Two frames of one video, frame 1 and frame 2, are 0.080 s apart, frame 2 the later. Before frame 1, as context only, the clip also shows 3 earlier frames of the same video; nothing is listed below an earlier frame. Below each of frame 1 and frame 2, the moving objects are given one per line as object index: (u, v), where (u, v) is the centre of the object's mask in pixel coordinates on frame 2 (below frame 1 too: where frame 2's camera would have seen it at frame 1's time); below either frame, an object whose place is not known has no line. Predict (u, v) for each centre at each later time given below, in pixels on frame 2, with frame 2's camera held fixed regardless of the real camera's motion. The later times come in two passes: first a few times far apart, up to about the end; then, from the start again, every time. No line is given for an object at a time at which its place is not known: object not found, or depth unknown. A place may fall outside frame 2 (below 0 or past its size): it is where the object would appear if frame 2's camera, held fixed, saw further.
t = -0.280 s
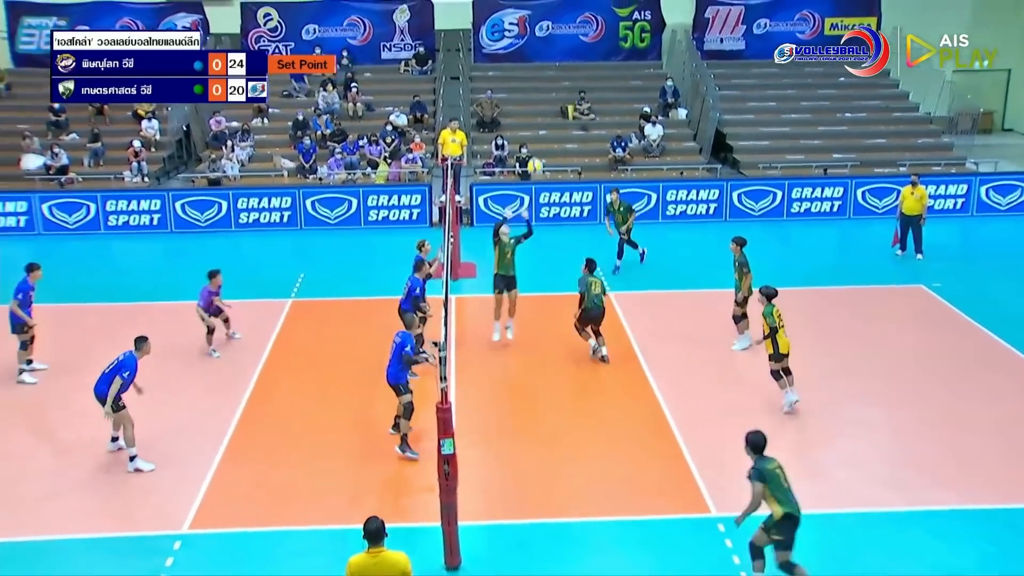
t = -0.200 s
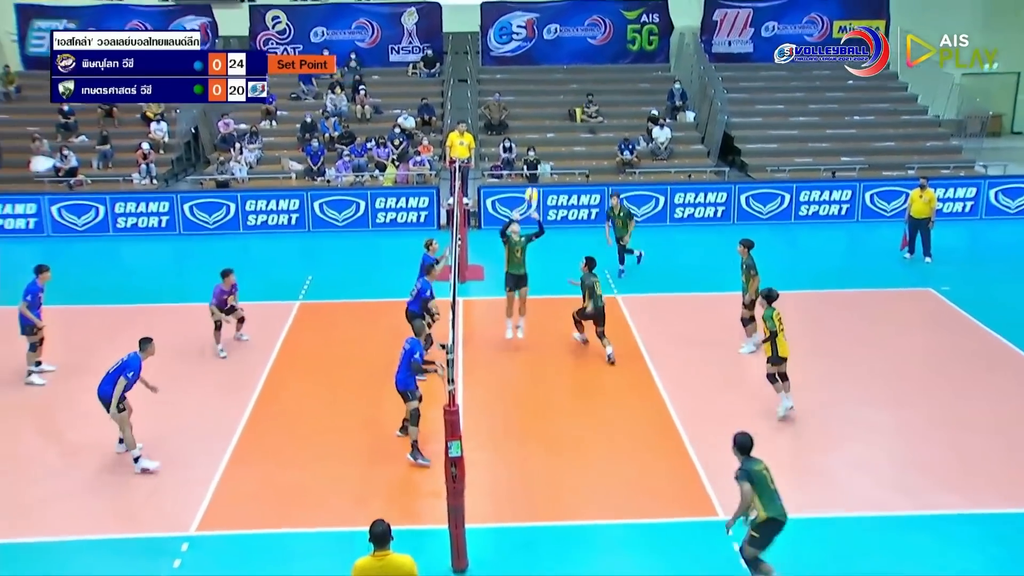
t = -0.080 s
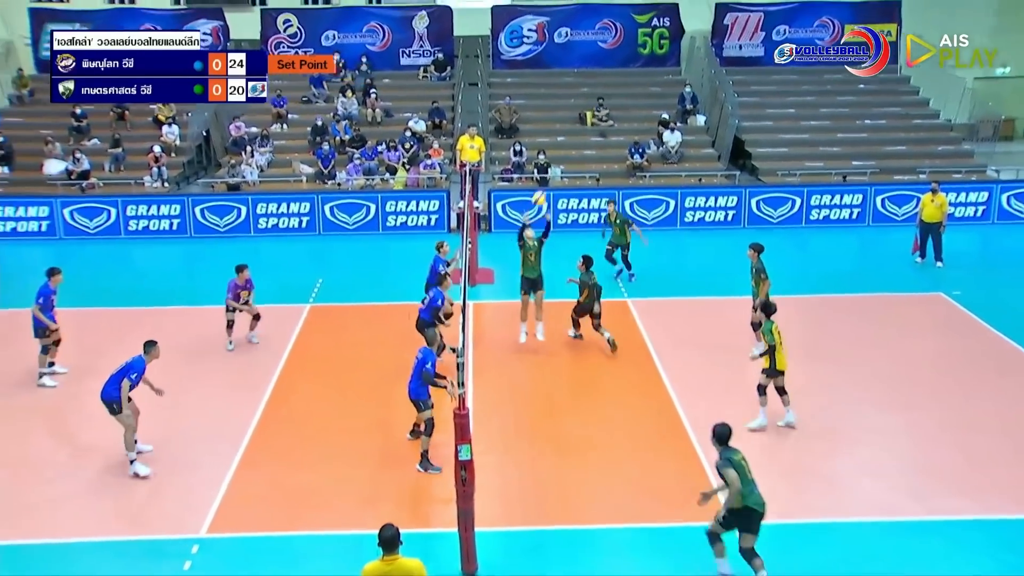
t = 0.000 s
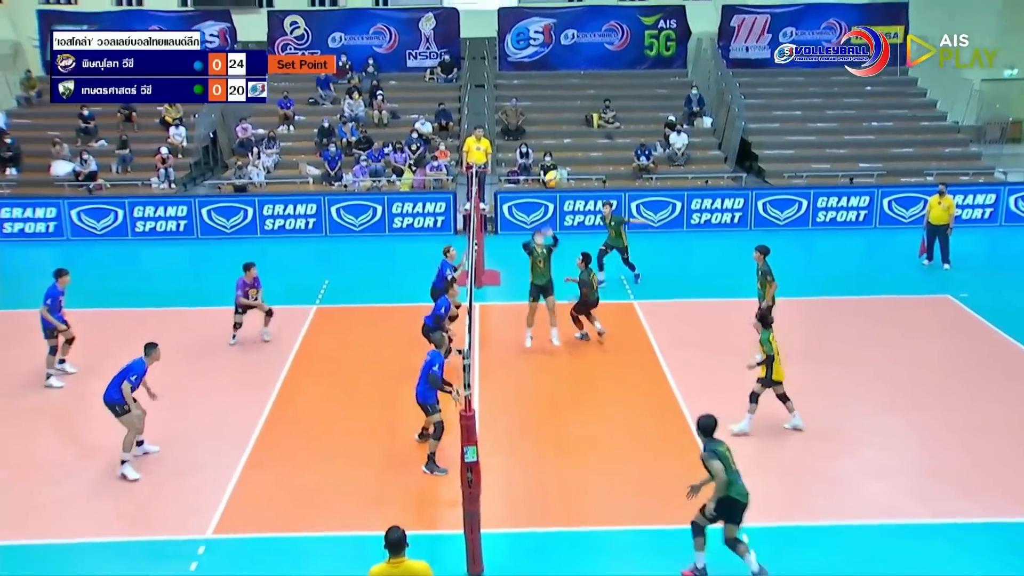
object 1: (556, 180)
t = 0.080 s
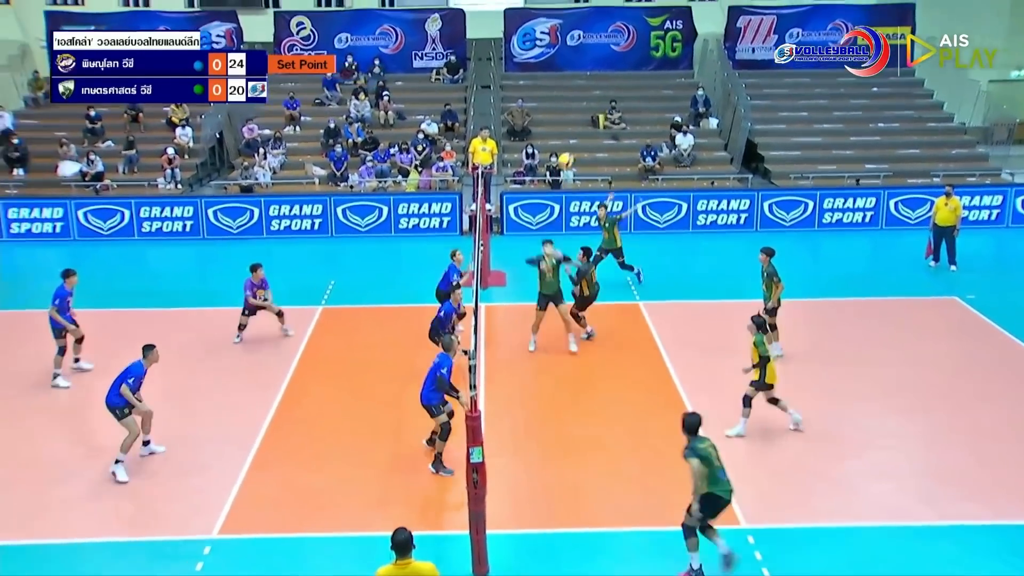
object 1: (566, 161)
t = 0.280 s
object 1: (588, 131)
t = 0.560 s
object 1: (620, 136)
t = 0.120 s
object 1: (570, 153)
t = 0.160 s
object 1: (575, 146)
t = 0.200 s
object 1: (579, 139)
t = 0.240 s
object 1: (583, 135)
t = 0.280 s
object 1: (588, 131)
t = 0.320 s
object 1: (592, 128)
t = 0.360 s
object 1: (596, 127)
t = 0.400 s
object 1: (601, 127)
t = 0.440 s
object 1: (606, 127)
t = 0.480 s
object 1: (611, 129)
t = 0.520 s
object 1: (615, 132)
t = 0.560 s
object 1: (620, 136)
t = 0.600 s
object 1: (625, 143)
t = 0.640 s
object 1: (629, 149)
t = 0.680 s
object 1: (634, 159)
